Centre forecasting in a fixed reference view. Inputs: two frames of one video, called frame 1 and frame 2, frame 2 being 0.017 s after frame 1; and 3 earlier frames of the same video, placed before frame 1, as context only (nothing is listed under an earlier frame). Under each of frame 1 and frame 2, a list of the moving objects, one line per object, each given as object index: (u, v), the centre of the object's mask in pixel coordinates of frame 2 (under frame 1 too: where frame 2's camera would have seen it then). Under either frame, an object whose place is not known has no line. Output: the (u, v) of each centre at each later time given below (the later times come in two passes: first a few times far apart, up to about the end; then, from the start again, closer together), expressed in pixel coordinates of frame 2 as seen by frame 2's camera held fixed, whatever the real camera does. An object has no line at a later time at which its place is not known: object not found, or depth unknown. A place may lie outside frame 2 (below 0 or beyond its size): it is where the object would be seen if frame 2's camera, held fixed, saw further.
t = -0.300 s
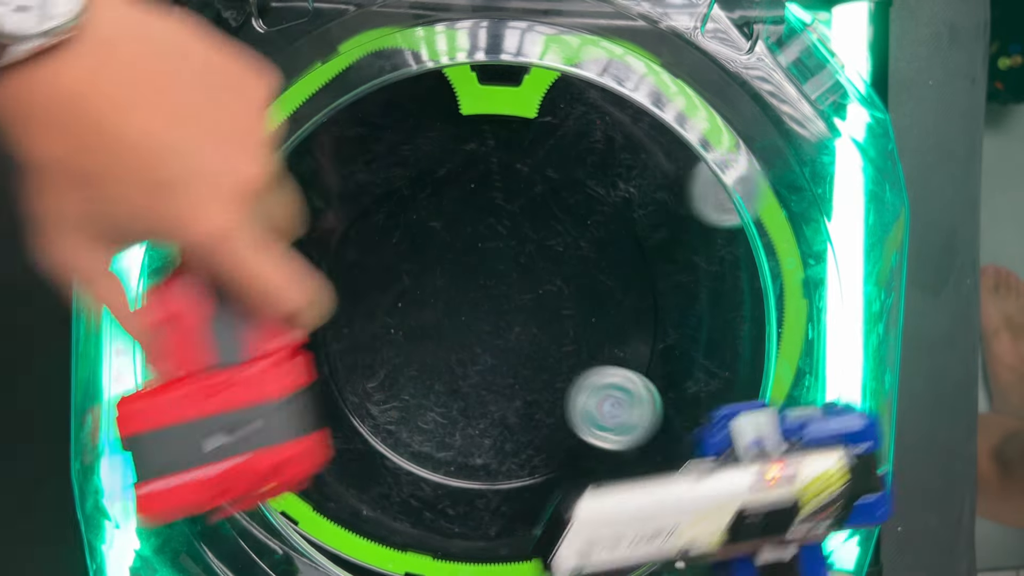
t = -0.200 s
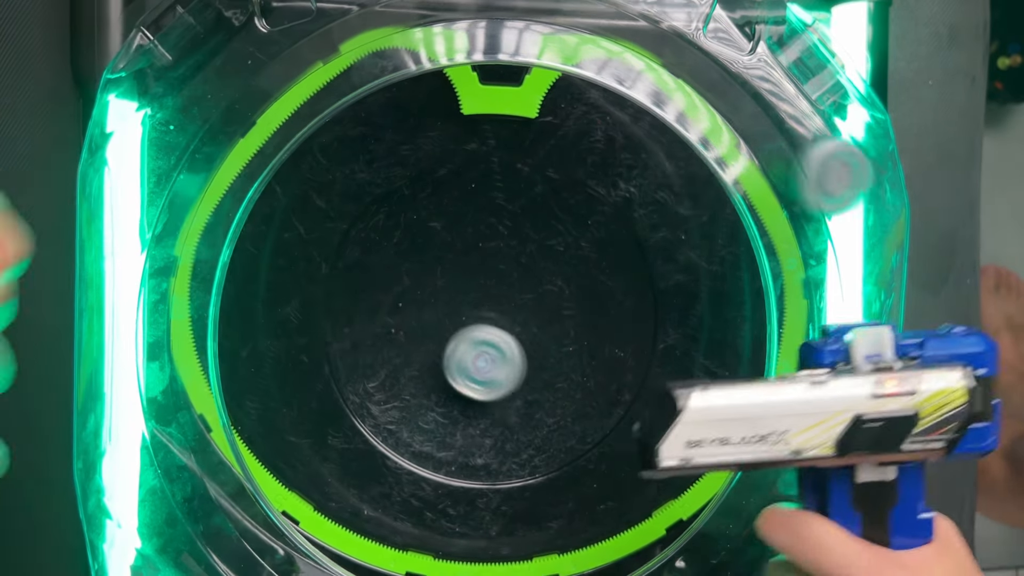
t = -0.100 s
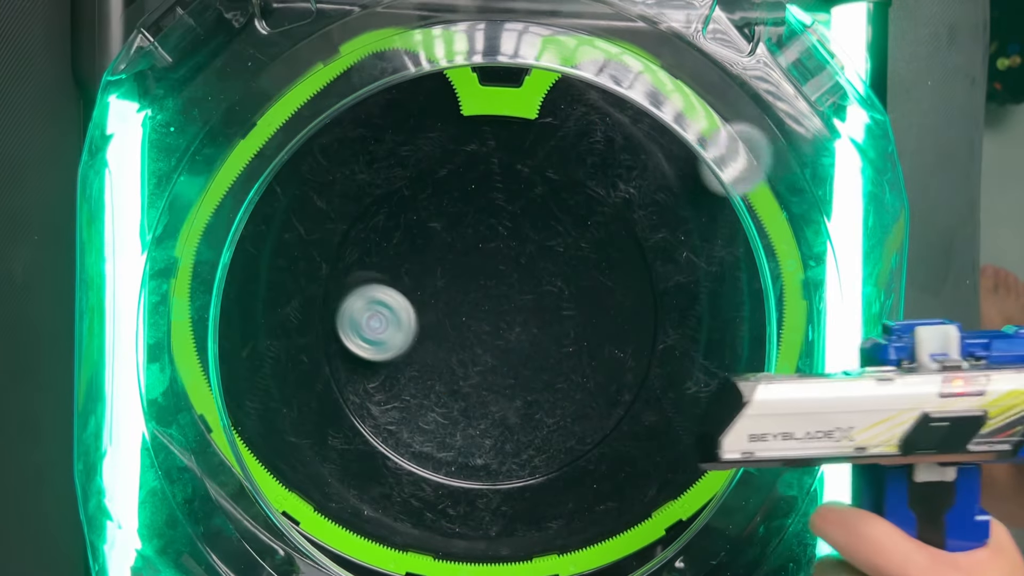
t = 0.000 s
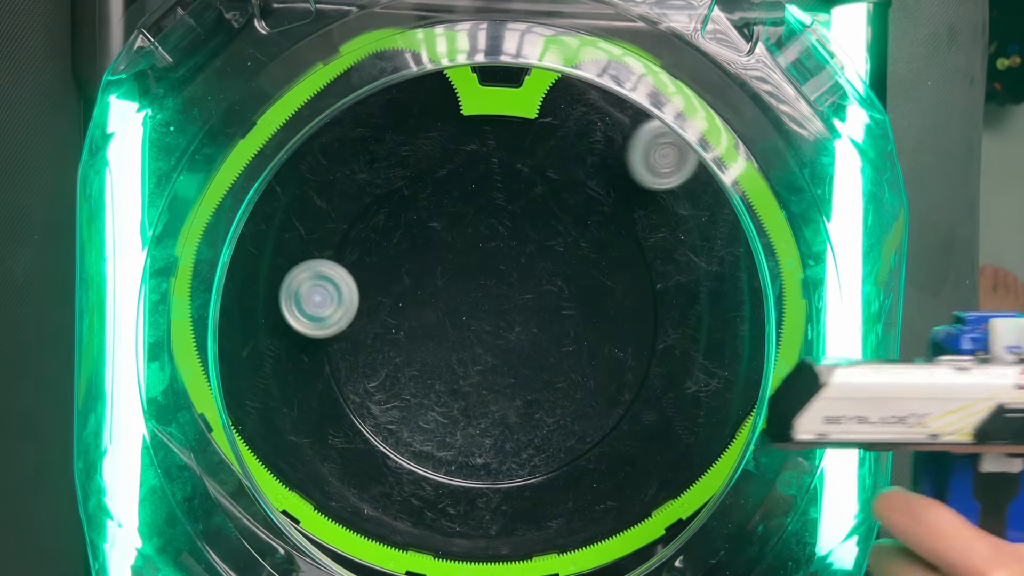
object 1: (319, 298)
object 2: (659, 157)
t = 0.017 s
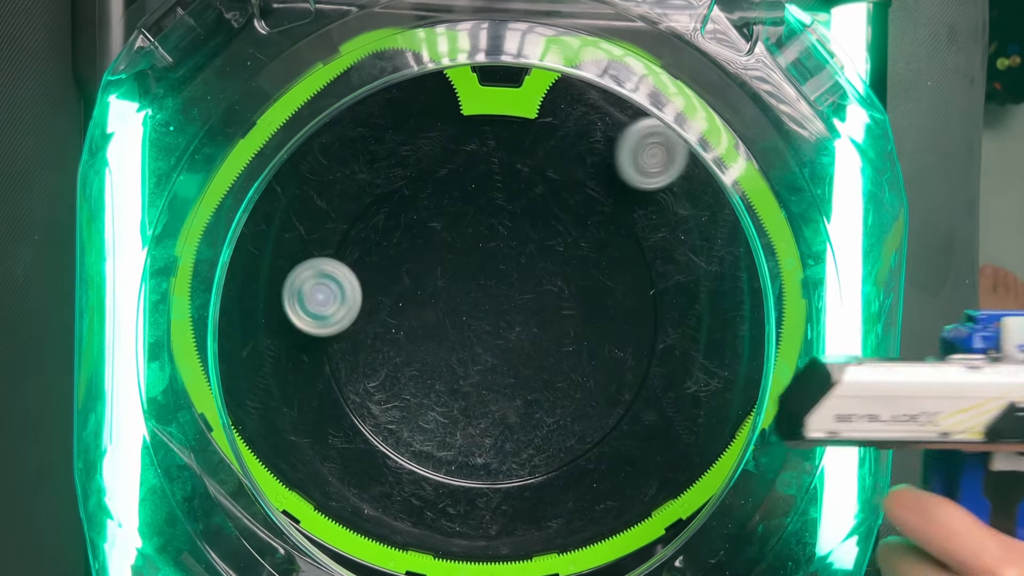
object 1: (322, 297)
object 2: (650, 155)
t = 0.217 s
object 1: (425, 314)
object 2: (536, 174)
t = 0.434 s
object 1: (574, 379)
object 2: (449, 259)
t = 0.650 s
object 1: (588, 295)
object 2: (464, 343)
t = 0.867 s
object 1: (450, 244)
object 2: (537, 368)
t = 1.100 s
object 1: (343, 395)
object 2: (591, 327)
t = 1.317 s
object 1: (545, 475)
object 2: (572, 269)
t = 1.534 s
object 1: (605, 208)
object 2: (520, 299)
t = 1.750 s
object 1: (290, 131)
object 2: (494, 358)
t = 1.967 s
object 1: (661, 499)
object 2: (500, 385)
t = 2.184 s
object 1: (436, 338)
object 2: (540, 446)
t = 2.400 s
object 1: (274, 461)
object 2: (553, 518)
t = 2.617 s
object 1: (375, 435)
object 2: (525, 376)
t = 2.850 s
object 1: (566, 330)
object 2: (472, 241)
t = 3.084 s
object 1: (614, 145)
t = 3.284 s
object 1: (576, 117)
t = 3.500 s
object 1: (517, 260)
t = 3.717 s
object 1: (537, 254)
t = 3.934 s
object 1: (518, 240)
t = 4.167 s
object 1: (632, 122)
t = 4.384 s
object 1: (627, 353)
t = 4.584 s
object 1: (548, 503)
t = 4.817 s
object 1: (476, 495)
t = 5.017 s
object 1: (490, 365)
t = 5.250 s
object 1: (389, 58)
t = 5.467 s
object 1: (351, 524)
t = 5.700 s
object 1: (773, 282)
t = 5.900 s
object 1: (522, 222)
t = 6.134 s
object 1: (448, 543)
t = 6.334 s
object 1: (645, 393)
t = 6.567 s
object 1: (557, 142)
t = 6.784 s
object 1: (228, 207)
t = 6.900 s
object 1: (221, 394)
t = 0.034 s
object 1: (325, 295)
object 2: (640, 154)
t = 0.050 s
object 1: (330, 293)
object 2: (631, 153)
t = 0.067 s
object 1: (336, 293)
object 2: (620, 155)
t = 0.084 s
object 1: (343, 294)
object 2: (609, 155)
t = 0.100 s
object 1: (350, 294)
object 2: (600, 156)
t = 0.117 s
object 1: (359, 295)
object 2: (590, 158)
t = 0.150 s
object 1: (379, 299)
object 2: (571, 161)
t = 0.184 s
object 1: (401, 306)
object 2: (553, 167)
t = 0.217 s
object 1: (425, 314)
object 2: (536, 174)
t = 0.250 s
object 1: (450, 326)
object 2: (520, 183)
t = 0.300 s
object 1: (487, 346)
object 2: (496, 200)
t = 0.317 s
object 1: (499, 352)
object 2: (488, 207)
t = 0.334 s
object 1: (511, 359)
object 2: (481, 214)
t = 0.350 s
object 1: (522, 365)
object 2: (474, 221)
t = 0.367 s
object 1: (534, 370)
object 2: (468, 228)
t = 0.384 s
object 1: (545, 374)
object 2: (462, 236)
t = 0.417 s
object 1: (565, 379)
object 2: (453, 252)
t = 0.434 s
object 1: (574, 379)
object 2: (449, 259)
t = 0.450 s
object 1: (582, 378)
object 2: (446, 268)
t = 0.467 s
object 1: (589, 376)
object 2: (444, 276)
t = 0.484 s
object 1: (595, 373)
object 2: (443, 284)
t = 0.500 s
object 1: (599, 369)
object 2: (442, 291)
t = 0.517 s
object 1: (602, 364)
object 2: (442, 299)
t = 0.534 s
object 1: (604, 357)
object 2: (443, 306)
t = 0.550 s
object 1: (605, 350)
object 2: (445, 312)
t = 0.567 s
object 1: (605, 342)
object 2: (447, 319)
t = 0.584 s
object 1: (604, 333)
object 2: (450, 324)
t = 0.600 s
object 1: (602, 324)
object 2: (453, 329)
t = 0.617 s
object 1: (598, 315)
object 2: (456, 334)
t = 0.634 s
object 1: (594, 305)
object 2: (460, 339)
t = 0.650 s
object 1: (588, 295)
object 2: (464, 343)
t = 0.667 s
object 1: (582, 286)
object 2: (468, 346)
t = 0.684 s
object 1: (574, 277)
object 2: (473, 350)
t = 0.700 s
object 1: (566, 268)
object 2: (478, 353)
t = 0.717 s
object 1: (556, 261)
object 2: (484, 356)
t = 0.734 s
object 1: (546, 254)
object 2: (489, 358)
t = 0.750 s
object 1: (535, 249)
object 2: (495, 360)
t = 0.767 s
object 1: (523, 244)
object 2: (500, 362)
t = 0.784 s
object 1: (512, 241)
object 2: (506, 364)
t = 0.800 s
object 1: (499, 239)
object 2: (512, 366)
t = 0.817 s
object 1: (487, 238)
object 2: (518, 367)
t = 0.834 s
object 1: (475, 239)
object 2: (525, 368)
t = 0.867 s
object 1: (450, 244)
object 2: (537, 368)
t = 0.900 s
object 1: (424, 255)
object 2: (548, 368)
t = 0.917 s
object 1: (412, 262)
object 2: (554, 367)
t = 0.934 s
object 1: (401, 270)
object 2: (559, 366)
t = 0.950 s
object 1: (390, 279)
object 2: (564, 364)
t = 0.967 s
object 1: (379, 289)
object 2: (569, 361)
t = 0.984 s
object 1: (371, 301)
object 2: (573, 358)
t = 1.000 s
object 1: (362, 313)
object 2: (577, 355)
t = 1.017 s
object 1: (356, 325)
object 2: (581, 351)
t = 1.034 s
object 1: (350, 338)
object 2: (584, 347)
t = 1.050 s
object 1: (346, 352)
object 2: (586, 342)
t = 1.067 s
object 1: (344, 366)
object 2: (588, 338)
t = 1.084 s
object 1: (343, 381)
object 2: (590, 333)
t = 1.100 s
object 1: (343, 395)
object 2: (591, 327)
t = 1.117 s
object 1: (345, 410)
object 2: (592, 322)
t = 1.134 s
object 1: (354, 421)
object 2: (592, 316)
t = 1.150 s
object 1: (366, 430)
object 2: (592, 310)
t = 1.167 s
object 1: (379, 439)
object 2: (591, 304)
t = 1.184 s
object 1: (393, 448)
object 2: (591, 299)
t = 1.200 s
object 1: (409, 457)
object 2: (589, 293)
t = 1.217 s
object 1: (425, 465)
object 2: (588, 288)
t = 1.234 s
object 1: (442, 472)
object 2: (586, 284)
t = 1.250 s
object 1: (461, 479)
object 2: (584, 280)
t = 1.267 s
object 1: (481, 485)
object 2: (581, 276)
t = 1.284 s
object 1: (503, 487)
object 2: (579, 273)
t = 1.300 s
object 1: (524, 482)
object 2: (576, 270)
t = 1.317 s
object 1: (545, 475)
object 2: (572, 269)
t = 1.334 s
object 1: (567, 466)
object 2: (569, 268)
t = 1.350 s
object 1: (587, 453)
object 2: (565, 267)
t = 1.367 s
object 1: (606, 437)
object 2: (561, 268)
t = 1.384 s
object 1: (622, 417)
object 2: (556, 269)
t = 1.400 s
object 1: (635, 396)
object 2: (552, 271)
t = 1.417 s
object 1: (645, 373)
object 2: (548, 273)
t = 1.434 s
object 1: (652, 349)
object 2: (544, 276)
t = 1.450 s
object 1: (654, 324)
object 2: (539, 279)
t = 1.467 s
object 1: (652, 299)
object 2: (535, 283)
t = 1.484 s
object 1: (647, 274)
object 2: (531, 286)
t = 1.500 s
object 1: (637, 250)
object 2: (527, 290)
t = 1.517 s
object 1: (623, 228)
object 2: (523, 294)
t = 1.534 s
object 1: (605, 208)
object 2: (520, 299)
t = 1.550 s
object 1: (583, 191)
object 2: (516, 303)
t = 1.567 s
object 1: (559, 174)
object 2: (513, 308)
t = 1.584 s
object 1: (536, 160)
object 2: (510, 312)
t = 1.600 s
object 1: (512, 148)
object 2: (507, 317)
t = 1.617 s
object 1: (488, 137)
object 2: (505, 322)
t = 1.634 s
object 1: (461, 127)
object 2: (502, 327)
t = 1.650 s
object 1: (435, 119)
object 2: (500, 331)
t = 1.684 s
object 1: (384, 107)
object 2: (497, 340)
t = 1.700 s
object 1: (361, 106)
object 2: (496, 345)
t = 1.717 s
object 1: (338, 104)
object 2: (495, 349)
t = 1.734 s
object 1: (313, 103)
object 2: (494, 353)
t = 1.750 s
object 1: (290, 131)
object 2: (494, 358)
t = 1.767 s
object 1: (270, 167)
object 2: (493, 361)
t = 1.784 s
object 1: (248, 201)
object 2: (493, 364)
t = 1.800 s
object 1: (227, 235)
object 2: (493, 368)
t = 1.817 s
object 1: (206, 266)
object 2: (493, 371)
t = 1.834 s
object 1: (190, 298)
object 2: (493, 374)
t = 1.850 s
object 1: (217, 358)
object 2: (495, 377)
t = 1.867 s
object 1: (249, 423)
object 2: (495, 379)
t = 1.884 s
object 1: (294, 482)
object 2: (496, 380)
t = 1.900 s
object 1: (364, 525)
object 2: (497, 381)
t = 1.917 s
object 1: (442, 546)
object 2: (498, 382)
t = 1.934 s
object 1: (522, 546)
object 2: (499, 384)
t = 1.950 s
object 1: (596, 536)
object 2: (499, 385)
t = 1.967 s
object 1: (661, 499)
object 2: (500, 385)
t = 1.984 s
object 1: (719, 446)
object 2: (501, 385)
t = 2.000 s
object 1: (760, 384)
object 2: (502, 385)
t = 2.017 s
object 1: (773, 309)
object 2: (504, 385)
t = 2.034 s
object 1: (756, 244)
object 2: (505, 385)
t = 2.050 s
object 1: (701, 189)
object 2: (507, 384)
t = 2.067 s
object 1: (654, 135)
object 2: (509, 383)
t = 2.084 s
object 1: (595, 98)
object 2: (511, 383)
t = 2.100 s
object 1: (556, 121)
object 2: (513, 385)
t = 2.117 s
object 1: (534, 178)
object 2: (514, 384)
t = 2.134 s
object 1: (514, 239)
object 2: (515, 381)
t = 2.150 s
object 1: (494, 296)
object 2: (516, 378)
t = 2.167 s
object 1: (466, 322)
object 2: (527, 408)
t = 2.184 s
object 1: (436, 338)
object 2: (540, 446)
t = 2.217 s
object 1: (379, 369)
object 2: (563, 512)
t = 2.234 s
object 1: (353, 385)
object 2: (572, 542)
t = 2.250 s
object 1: (334, 398)
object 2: (577, 554)
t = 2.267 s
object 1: (320, 409)
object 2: (575, 554)
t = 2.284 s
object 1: (308, 421)
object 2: (572, 554)
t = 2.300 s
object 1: (296, 432)
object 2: (569, 554)
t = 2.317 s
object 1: (287, 440)
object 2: (565, 551)
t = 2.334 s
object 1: (278, 447)
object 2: (561, 546)
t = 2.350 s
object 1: (271, 454)
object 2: (559, 542)
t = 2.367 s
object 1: (263, 461)
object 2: (557, 534)
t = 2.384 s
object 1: (264, 462)
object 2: (555, 525)
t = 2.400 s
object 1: (274, 461)
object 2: (553, 518)
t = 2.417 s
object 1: (284, 460)
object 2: (551, 511)
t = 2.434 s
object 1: (291, 459)
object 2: (549, 502)
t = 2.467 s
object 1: (307, 456)
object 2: (545, 483)
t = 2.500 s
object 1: (322, 453)
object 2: (541, 463)
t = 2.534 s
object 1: (337, 449)
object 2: (537, 440)
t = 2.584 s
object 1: (358, 442)
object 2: (530, 402)
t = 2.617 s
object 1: (375, 435)
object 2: (525, 376)
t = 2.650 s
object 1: (396, 427)
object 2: (519, 351)
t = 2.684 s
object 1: (423, 416)
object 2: (512, 326)
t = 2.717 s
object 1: (453, 405)
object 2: (504, 303)
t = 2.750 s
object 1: (482, 391)
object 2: (496, 283)
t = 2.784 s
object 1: (511, 375)
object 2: (487, 265)
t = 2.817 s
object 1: (539, 354)
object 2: (479, 251)
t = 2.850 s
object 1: (566, 330)
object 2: (472, 241)
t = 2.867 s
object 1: (579, 317)
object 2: (468, 237)
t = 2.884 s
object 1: (591, 303)
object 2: (465, 235)
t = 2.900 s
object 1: (602, 288)
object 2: (461, 233)
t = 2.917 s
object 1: (611, 273)
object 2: (458, 233)
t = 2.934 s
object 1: (619, 258)
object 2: (454, 233)
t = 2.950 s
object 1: (626, 243)
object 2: (451, 234)
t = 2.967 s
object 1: (632, 228)
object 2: (448, 235)
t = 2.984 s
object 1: (632, 217)
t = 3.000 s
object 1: (630, 205)
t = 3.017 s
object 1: (627, 195)
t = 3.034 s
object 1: (624, 183)
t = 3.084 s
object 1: (614, 145)
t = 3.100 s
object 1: (609, 133)
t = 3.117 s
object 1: (603, 123)
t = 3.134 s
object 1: (598, 115)
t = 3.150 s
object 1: (592, 109)
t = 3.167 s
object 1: (587, 104)
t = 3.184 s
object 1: (583, 100)
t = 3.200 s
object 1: (579, 97)
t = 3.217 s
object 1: (576, 95)
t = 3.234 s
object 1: (575, 96)
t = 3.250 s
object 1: (576, 103)
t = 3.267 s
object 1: (577, 109)
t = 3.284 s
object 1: (576, 117)
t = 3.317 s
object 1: (572, 137)
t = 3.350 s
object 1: (567, 160)
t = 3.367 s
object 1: (563, 171)
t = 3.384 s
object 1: (559, 181)
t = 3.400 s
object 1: (555, 192)
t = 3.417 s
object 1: (549, 204)
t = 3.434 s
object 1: (544, 215)
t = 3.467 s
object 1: (531, 237)
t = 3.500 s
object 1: (517, 260)
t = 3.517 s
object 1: (510, 270)
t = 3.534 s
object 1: (503, 280)
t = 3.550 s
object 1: (497, 289)
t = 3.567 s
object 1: (500, 288)
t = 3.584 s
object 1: (507, 283)
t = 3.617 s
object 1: (518, 274)
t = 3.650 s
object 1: (527, 266)
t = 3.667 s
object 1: (530, 263)
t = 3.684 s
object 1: (533, 260)
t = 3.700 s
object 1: (535, 257)
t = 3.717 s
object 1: (537, 254)
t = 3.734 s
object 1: (537, 252)
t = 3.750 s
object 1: (538, 250)
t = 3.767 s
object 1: (537, 248)
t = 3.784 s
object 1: (537, 246)
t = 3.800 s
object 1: (535, 244)
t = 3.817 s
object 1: (533, 243)
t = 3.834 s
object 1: (532, 242)
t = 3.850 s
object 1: (530, 241)
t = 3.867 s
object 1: (527, 240)
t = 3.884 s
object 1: (525, 239)
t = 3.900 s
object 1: (523, 239)
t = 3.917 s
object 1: (520, 240)
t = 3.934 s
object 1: (518, 240)
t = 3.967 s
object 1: (513, 242)
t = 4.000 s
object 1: (509, 245)
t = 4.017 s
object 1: (507, 247)
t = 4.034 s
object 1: (506, 248)
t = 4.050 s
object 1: (504, 250)
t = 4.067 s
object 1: (503, 252)
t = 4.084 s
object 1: (512, 240)
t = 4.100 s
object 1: (551, 190)
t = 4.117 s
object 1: (589, 139)
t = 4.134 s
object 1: (613, 111)
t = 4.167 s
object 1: (632, 122)
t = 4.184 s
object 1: (635, 133)
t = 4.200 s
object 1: (639, 147)
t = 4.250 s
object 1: (638, 206)
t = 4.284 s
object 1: (639, 244)
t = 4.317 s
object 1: (638, 281)
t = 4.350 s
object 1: (634, 317)
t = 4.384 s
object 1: (627, 353)
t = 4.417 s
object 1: (618, 386)
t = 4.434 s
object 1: (612, 403)
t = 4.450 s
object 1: (606, 418)
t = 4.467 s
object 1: (599, 432)
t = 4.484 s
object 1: (592, 446)
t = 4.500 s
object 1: (585, 459)
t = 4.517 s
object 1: (578, 470)
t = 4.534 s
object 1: (570, 480)
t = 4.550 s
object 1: (562, 489)
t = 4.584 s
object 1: (548, 503)
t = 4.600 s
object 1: (540, 509)
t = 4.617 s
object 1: (533, 513)
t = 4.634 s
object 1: (526, 516)
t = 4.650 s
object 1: (519, 517)
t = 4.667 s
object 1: (512, 519)
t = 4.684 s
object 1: (506, 519)
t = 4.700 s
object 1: (501, 520)
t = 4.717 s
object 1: (496, 519)
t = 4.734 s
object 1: (491, 518)
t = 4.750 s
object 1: (487, 516)
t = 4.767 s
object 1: (484, 513)
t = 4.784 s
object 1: (481, 508)
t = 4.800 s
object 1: (478, 502)
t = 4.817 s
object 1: (476, 495)
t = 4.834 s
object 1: (475, 487)
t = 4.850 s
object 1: (474, 478)
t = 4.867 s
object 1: (474, 469)
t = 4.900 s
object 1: (475, 448)
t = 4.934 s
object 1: (477, 426)
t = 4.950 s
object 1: (479, 414)
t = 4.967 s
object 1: (481, 402)
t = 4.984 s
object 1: (484, 389)
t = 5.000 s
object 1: (487, 377)
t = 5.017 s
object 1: (490, 365)
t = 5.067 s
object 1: (500, 330)
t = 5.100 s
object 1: (507, 308)
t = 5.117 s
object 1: (510, 297)
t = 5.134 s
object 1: (513, 287)
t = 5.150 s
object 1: (500, 256)
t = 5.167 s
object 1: (483, 220)
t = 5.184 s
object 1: (467, 186)
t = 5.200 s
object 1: (449, 152)
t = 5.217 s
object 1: (432, 119)
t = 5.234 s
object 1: (413, 89)
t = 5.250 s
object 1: (389, 58)
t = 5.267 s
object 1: (350, 84)
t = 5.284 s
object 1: (312, 112)
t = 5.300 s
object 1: (278, 146)
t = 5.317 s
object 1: (247, 184)
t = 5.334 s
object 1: (215, 227)
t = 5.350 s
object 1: (193, 266)
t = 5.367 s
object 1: (195, 311)
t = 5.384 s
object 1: (205, 359)
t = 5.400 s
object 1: (216, 399)
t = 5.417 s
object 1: (246, 437)
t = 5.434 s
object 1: (276, 471)
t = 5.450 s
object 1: (309, 500)
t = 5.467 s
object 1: (351, 524)
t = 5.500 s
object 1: (434, 550)
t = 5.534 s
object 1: (521, 551)
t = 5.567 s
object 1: (602, 536)
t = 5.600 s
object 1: (673, 493)
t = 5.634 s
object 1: (732, 432)
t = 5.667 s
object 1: (766, 363)
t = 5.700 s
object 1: (773, 282)
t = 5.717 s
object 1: (761, 248)
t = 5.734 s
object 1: (739, 211)
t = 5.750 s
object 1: (701, 186)
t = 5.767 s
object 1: (678, 157)
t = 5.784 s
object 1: (651, 131)
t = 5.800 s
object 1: (619, 108)
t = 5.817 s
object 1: (589, 94)
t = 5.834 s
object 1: (566, 103)
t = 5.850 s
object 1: (552, 125)
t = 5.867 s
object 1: (541, 157)
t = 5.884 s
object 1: (531, 189)
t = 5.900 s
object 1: (522, 222)
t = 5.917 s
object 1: (512, 255)
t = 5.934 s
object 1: (502, 286)
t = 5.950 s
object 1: (494, 317)
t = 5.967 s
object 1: (485, 346)
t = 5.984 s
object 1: (477, 374)
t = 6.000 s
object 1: (470, 403)
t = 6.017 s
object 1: (463, 432)
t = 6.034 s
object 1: (457, 459)
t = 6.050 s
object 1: (452, 484)
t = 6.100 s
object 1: (448, 526)
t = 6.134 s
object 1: (448, 543)
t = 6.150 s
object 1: (449, 549)
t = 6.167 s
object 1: (452, 554)
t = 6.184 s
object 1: (456, 557)
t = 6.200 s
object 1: (462, 557)
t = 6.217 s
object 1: (484, 547)
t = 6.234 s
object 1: (510, 531)
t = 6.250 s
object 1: (535, 510)
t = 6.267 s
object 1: (559, 486)
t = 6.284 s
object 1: (581, 462)
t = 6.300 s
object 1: (603, 440)
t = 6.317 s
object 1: (624, 416)
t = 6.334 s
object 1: (645, 393)
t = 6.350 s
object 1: (663, 369)
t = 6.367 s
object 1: (682, 347)
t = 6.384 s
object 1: (700, 324)
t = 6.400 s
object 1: (718, 302)
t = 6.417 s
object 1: (728, 282)
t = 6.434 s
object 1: (742, 263)
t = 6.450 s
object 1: (761, 242)
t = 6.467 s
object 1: (762, 224)
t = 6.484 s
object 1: (724, 210)
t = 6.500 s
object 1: (688, 196)
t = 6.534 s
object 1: (623, 167)
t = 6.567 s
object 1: (557, 142)
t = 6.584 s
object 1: (526, 133)
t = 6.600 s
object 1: (494, 124)
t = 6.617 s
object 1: (460, 126)
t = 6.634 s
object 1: (430, 129)
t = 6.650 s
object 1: (403, 135)
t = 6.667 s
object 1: (375, 141)
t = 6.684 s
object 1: (349, 148)
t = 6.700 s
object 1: (325, 156)
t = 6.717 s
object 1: (303, 164)
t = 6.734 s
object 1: (282, 173)
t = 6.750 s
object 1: (263, 183)
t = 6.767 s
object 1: (247, 195)
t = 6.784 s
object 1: (228, 207)
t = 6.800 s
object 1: (211, 219)
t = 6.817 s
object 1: (201, 239)
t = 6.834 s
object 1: (201, 272)
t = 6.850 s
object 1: (204, 305)
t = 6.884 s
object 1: (209, 366)
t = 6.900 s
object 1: (221, 394)
